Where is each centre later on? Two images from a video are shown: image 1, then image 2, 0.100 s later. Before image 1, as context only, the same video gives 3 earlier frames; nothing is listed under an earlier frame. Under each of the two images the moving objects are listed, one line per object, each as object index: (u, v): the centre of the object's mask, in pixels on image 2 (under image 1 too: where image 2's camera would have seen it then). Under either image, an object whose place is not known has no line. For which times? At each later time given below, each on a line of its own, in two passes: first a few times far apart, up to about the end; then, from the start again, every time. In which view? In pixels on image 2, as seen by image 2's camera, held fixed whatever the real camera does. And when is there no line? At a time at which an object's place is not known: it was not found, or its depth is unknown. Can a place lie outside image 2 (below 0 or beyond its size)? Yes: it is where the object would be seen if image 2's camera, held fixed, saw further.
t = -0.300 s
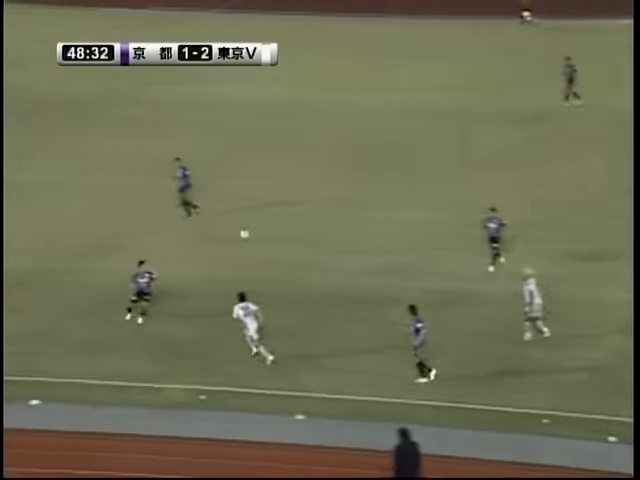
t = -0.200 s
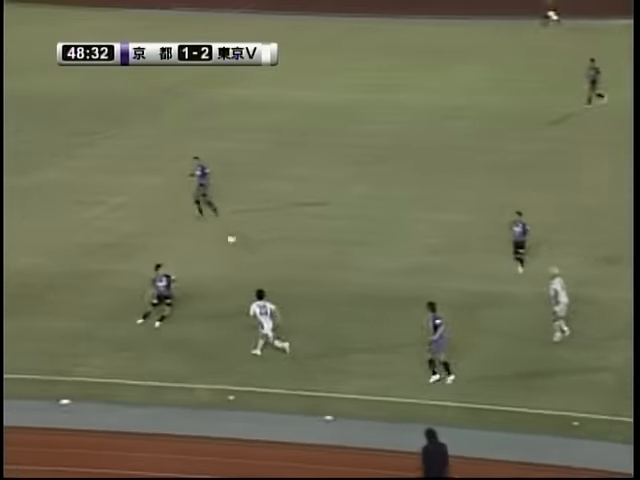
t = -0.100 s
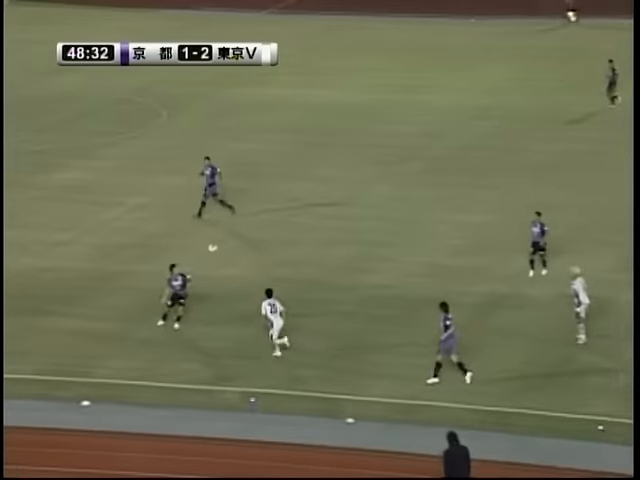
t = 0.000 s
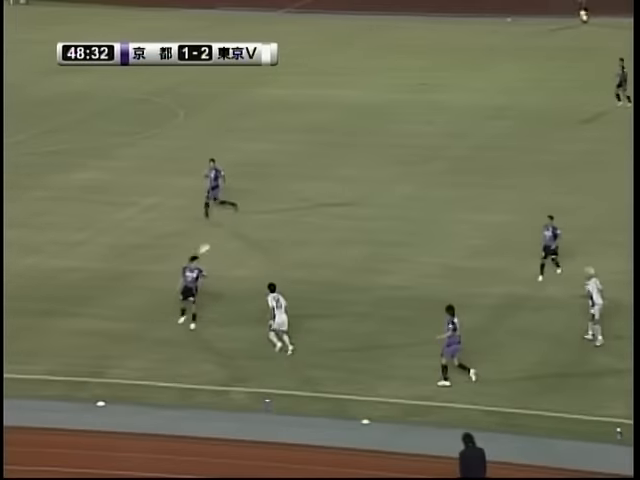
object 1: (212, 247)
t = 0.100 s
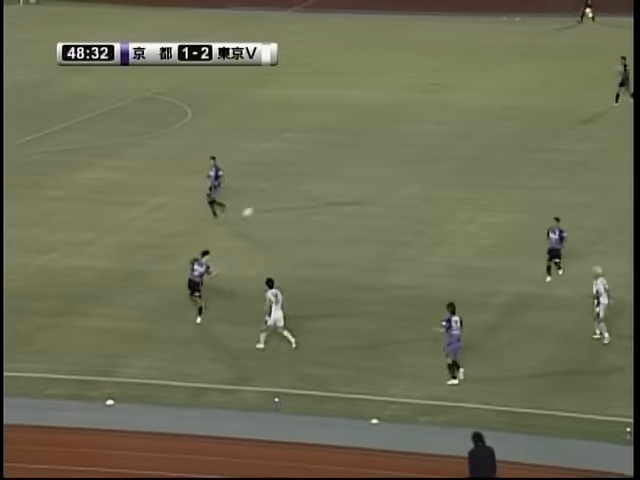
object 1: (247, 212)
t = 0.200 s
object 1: (281, 180)
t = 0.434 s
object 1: (351, 125)
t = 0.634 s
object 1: (411, 96)
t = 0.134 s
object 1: (259, 200)
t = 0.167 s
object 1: (270, 190)
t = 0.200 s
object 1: (281, 180)
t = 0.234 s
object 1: (292, 171)
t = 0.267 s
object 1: (303, 162)
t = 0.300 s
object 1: (312, 154)
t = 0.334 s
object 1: (323, 146)
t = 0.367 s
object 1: (332, 138)
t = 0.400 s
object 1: (341, 132)
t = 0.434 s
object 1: (351, 125)
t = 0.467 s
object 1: (360, 119)
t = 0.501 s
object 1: (370, 113)
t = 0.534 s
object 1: (380, 108)
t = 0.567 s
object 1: (390, 103)
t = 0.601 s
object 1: (399, 100)
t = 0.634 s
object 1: (411, 96)
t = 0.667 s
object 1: (419, 93)
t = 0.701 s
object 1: (428, 91)
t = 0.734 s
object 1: (436, 87)
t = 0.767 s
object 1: (446, 85)
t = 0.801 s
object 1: (453, 84)
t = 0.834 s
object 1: (461, 83)
